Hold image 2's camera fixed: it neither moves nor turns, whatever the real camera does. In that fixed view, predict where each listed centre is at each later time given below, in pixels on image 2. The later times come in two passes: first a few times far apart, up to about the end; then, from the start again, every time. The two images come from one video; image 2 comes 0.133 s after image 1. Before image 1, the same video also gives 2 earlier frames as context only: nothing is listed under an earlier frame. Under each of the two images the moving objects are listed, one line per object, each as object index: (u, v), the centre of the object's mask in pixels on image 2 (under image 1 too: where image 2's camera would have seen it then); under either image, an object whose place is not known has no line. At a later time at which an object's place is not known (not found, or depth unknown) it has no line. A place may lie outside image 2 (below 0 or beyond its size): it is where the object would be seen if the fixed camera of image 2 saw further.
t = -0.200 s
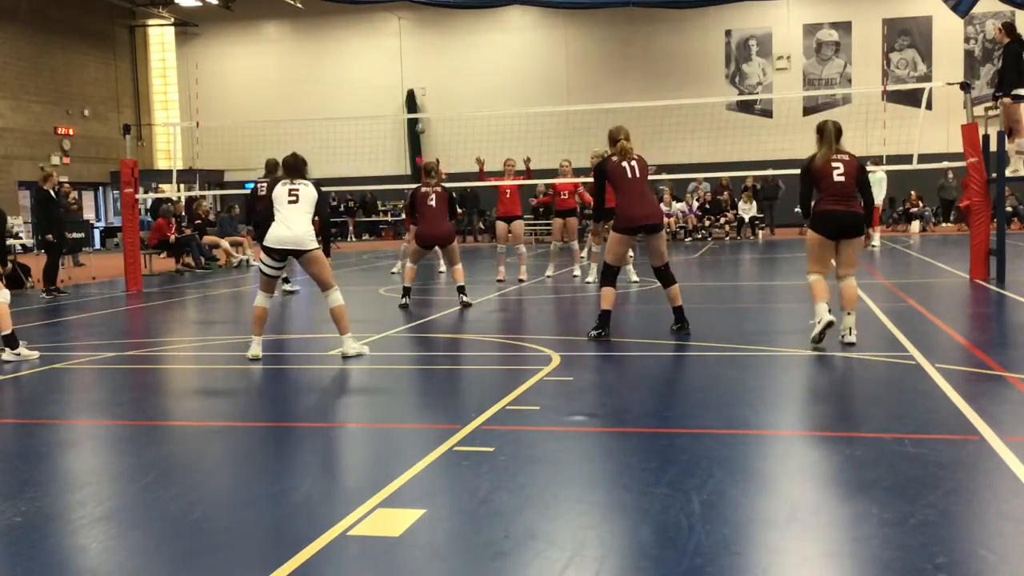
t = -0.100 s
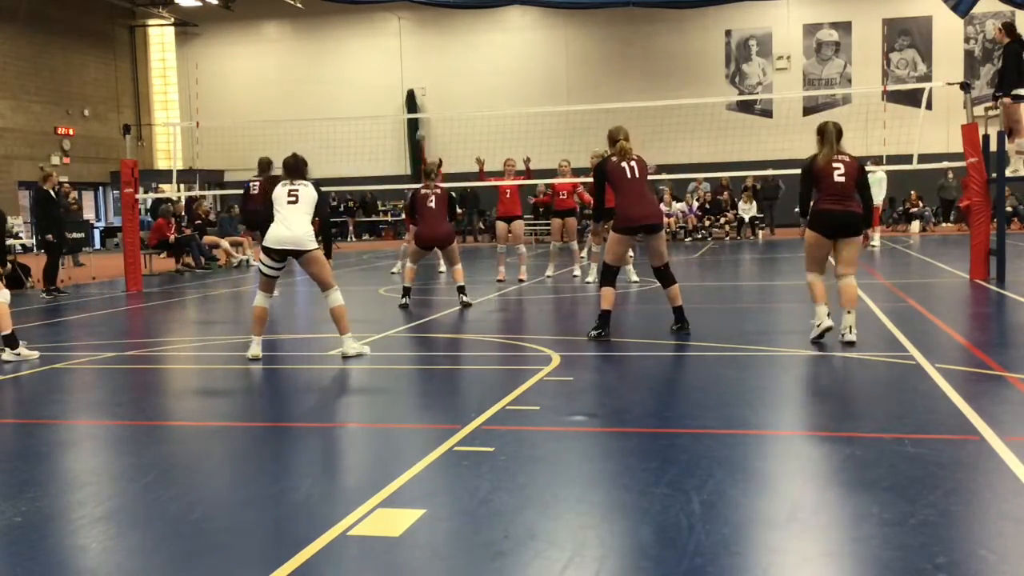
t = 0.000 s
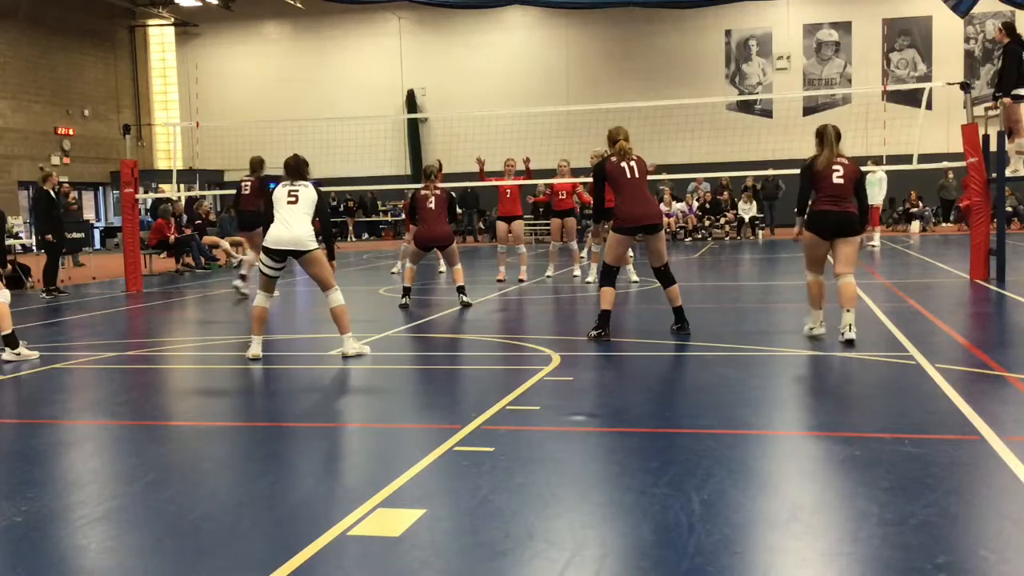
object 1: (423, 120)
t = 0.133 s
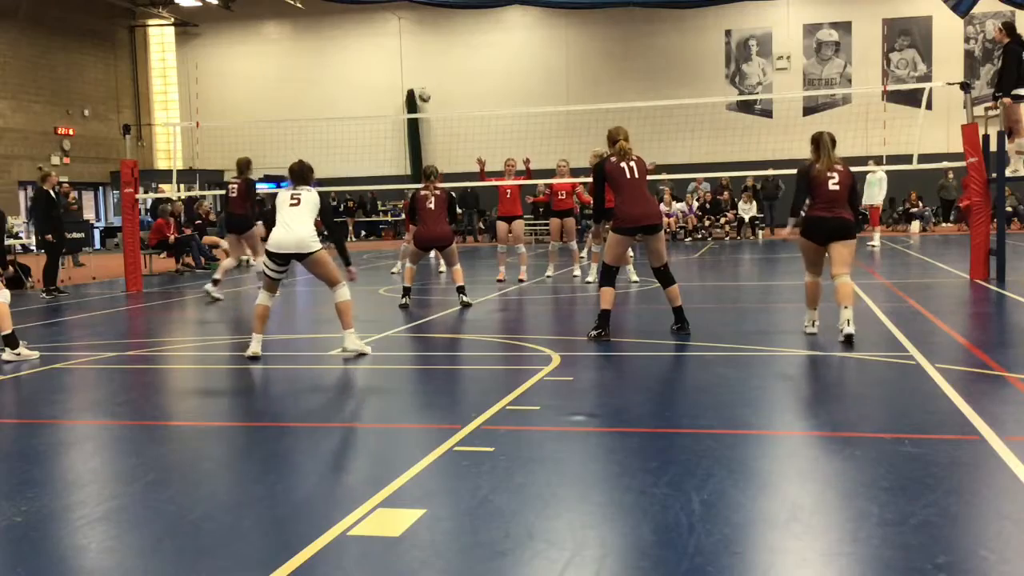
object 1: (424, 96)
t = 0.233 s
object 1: (424, 83)
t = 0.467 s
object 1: (420, 67)
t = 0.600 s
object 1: (415, 72)
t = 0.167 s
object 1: (424, 92)
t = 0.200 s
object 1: (424, 88)
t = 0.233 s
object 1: (424, 83)
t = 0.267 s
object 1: (424, 80)
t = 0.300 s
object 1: (424, 76)
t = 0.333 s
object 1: (423, 74)
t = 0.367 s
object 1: (423, 71)
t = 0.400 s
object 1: (422, 69)
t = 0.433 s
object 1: (421, 68)
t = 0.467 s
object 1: (420, 67)
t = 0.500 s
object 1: (419, 67)
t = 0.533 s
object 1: (418, 67)
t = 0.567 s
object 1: (416, 69)
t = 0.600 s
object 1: (415, 72)
